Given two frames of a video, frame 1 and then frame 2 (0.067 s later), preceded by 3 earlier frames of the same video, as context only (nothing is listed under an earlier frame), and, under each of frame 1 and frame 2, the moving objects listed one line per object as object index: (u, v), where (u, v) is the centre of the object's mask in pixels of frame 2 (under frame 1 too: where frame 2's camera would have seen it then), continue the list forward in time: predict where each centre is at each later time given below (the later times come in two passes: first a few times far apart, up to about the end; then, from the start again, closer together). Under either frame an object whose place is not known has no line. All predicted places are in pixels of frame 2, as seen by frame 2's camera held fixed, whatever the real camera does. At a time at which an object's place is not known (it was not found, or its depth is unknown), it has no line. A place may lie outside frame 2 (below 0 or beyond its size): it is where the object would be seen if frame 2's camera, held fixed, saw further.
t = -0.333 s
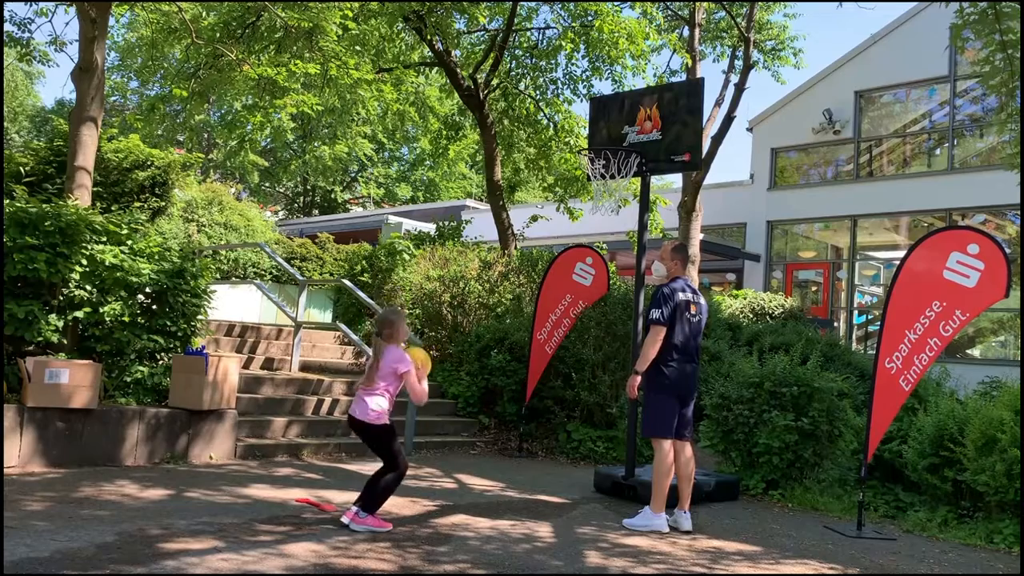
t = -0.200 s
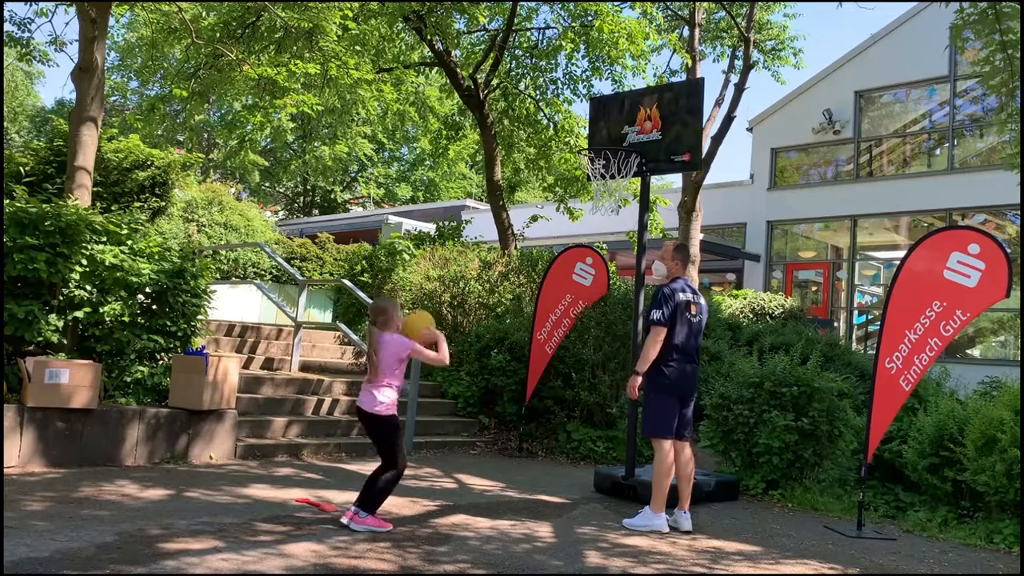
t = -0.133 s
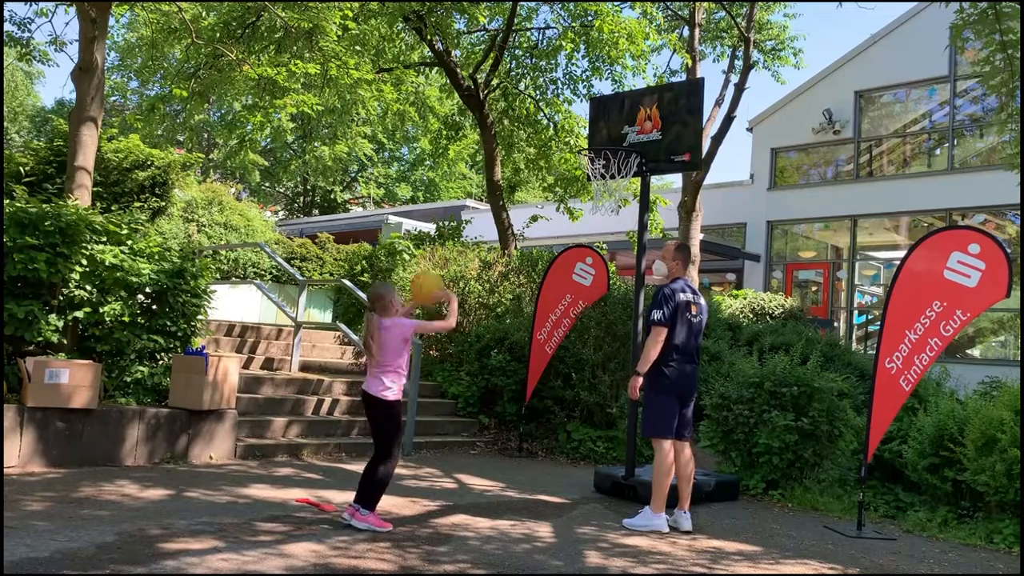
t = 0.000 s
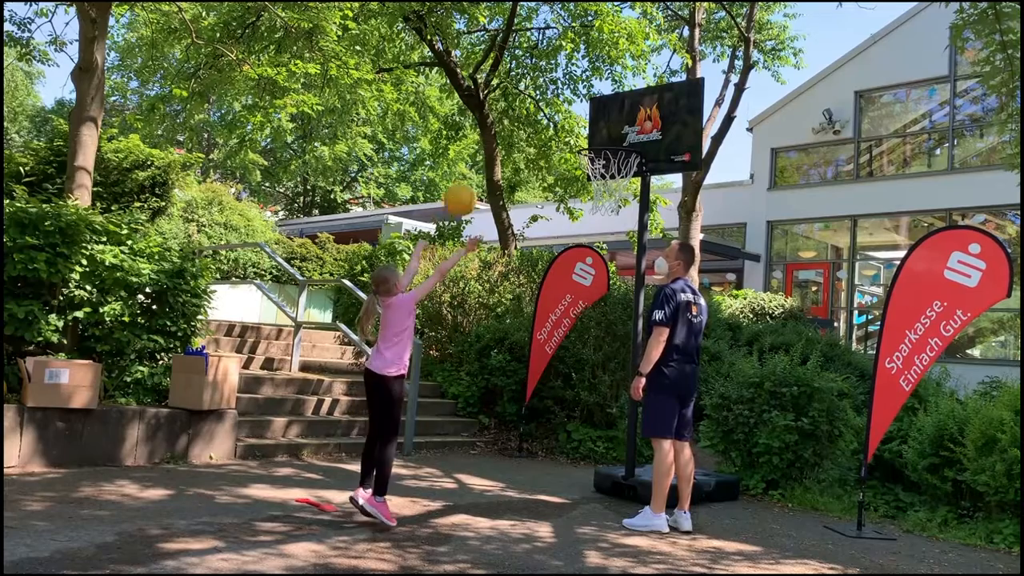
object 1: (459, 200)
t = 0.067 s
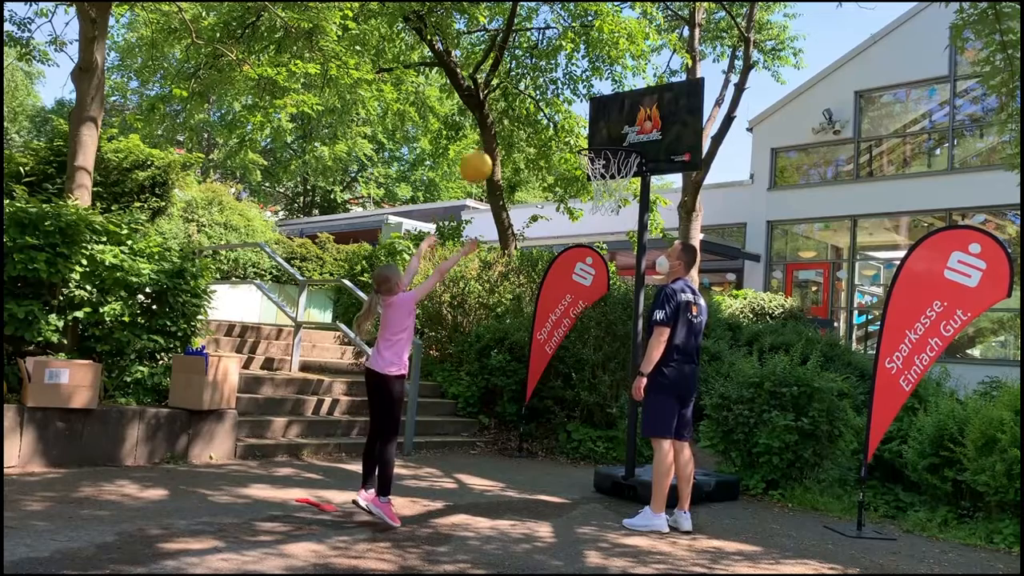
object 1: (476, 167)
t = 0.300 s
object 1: (524, 109)
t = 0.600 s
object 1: (571, 146)
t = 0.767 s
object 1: (591, 217)
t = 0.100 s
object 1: (483, 153)
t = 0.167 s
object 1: (497, 132)
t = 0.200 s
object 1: (504, 124)
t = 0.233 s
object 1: (511, 118)
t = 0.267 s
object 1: (517, 112)
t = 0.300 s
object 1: (524, 109)
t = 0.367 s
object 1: (535, 107)
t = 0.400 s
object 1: (541, 109)
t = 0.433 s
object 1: (547, 112)
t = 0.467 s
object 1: (552, 115)
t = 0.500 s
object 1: (556, 121)
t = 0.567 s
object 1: (567, 137)
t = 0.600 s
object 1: (571, 146)
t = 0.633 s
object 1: (575, 158)
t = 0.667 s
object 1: (580, 170)
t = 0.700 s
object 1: (583, 185)
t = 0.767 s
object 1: (591, 217)
